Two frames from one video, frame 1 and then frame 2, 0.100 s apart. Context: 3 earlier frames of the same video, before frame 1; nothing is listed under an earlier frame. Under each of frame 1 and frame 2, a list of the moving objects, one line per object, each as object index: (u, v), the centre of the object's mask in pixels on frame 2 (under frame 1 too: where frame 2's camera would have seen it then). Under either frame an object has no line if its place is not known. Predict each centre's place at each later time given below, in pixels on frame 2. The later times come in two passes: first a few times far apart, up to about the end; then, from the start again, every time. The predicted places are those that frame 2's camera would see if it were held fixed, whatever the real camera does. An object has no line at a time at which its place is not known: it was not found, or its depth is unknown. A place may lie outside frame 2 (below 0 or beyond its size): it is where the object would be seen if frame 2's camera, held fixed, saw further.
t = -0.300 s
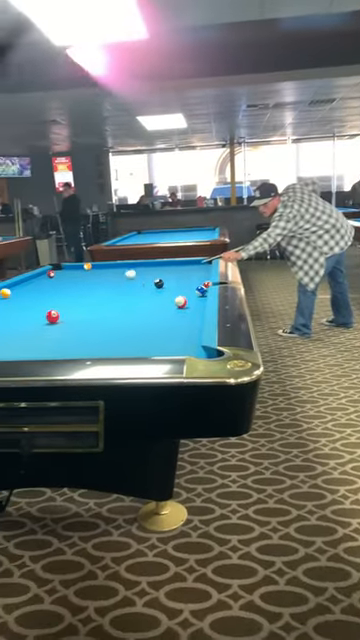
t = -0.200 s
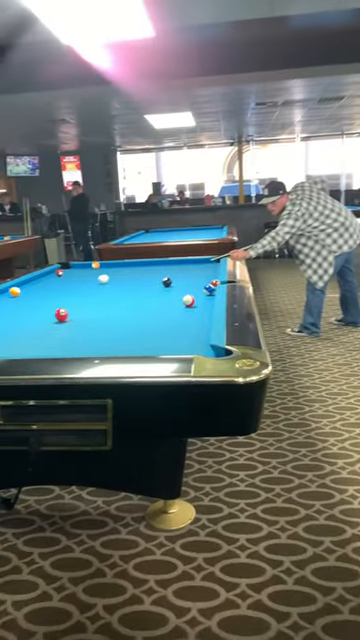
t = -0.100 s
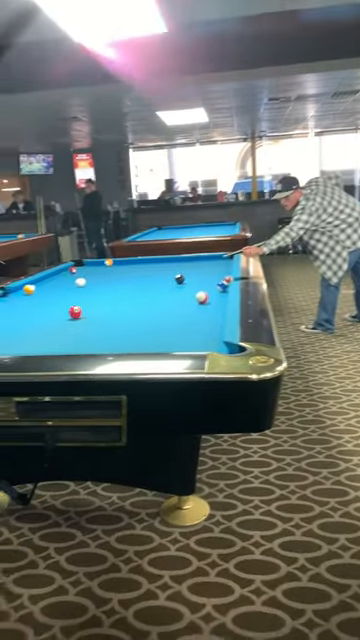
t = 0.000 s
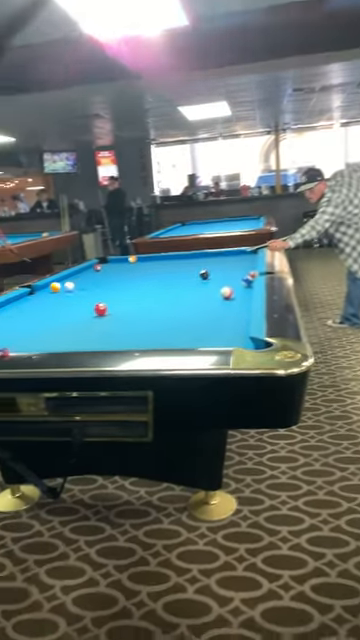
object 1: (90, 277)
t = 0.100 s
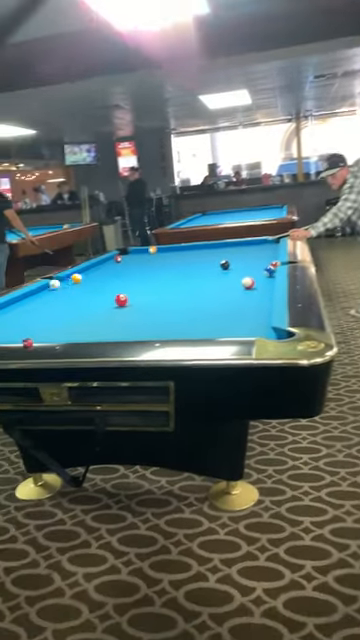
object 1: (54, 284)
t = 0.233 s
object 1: (55, 289)
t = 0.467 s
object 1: (64, 298)
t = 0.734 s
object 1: (74, 312)
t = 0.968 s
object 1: (85, 326)
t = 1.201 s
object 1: (103, 335)
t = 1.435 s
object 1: (142, 327)
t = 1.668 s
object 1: (178, 316)
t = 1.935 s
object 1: (211, 306)
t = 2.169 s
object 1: (237, 298)
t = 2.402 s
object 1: (260, 291)
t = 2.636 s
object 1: (261, 287)
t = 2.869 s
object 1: (252, 284)
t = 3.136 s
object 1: (249, 284)
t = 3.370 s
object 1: (248, 283)
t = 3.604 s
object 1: (246, 283)
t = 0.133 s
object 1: (47, 286)
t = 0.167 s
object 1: (49, 287)
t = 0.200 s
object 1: (52, 288)
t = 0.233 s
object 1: (55, 289)
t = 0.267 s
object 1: (57, 290)
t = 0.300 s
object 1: (59, 291)
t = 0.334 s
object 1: (60, 293)
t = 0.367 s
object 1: (61, 294)
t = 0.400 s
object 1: (62, 295)
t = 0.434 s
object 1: (63, 297)
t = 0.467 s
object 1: (64, 298)
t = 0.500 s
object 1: (65, 300)
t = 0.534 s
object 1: (66, 301)
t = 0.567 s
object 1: (68, 303)
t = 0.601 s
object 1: (69, 304)
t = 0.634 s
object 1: (70, 306)
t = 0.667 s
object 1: (71, 308)
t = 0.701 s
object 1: (73, 310)
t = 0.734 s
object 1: (74, 312)
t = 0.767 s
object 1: (75, 313)
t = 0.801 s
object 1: (77, 315)
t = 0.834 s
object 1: (78, 317)
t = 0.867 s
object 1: (80, 319)
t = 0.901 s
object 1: (82, 321)
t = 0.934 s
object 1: (84, 323)
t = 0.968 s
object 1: (85, 326)
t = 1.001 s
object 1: (87, 328)
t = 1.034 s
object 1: (89, 330)
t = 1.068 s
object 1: (91, 331)
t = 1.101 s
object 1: (92, 333)
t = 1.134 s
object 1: (95, 334)
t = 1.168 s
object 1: (98, 335)
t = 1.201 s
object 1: (103, 335)
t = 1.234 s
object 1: (110, 334)
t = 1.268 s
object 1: (116, 332)
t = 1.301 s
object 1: (121, 331)
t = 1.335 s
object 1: (126, 331)
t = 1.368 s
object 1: (132, 329)
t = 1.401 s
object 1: (137, 329)
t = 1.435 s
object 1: (142, 327)
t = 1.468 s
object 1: (148, 326)
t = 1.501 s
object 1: (153, 324)
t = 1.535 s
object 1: (158, 322)
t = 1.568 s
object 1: (163, 320)
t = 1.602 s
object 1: (168, 319)
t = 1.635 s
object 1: (173, 317)
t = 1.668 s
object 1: (178, 316)
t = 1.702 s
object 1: (182, 314)
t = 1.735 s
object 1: (186, 313)
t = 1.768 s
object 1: (191, 312)
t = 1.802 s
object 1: (195, 310)
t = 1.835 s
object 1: (200, 309)
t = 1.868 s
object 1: (203, 308)
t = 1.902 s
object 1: (208, 307)
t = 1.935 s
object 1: (211, 306)
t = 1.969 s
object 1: (215, 305)
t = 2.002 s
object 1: (219, 303)
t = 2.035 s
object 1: (223, 302)
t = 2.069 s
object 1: (227, 301)
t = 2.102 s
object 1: (230, 300)
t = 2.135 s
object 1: (233, 299)
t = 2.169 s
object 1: (237, 298)
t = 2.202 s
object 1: (240, 297)
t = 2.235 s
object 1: (244, 296)
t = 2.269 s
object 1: (247, 295)
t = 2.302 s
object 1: (250, 294)
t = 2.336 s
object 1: (254, 293)
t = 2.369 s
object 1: (257, 292)
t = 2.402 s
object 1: (260, 291)
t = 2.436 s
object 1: (263, 290)
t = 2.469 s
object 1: (266, 289)
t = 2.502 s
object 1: (266, 289)
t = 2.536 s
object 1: (265, 288)
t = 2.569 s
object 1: (263, 288)
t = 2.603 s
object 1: (262, 287)
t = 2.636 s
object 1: (261, 287)
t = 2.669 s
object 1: (259, 286)
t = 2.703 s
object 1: (258, 286)
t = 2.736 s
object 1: (256, 286)
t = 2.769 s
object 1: (255, 285)
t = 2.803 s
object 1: (254, 285)
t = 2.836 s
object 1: (253, 284)
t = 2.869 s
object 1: (252, 284)
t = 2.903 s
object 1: (252, 284)
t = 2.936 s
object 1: (252, 284)
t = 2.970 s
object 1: (251, 284)
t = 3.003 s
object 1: (251, 284)
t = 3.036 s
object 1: (251, 284)
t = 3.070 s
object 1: (250, 284)
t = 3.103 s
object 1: (250, 284)
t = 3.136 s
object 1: (249, 284)
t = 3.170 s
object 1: (248, 283)
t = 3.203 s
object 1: (248, 283)
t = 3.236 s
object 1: (248, 283)
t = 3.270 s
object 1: (248, 283)
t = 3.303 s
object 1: (248, 283)
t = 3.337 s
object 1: (248, 283)
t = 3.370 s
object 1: (248, 283)
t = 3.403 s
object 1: (248, 283)
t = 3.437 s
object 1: (247, 283)
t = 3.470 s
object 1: (247, 283)
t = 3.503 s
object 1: (247, 283)
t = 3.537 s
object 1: (247, 283)
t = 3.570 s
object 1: (247, 283)
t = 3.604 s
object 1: (246, 283)
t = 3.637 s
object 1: (247, 283)
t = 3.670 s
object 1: (246, 283)
